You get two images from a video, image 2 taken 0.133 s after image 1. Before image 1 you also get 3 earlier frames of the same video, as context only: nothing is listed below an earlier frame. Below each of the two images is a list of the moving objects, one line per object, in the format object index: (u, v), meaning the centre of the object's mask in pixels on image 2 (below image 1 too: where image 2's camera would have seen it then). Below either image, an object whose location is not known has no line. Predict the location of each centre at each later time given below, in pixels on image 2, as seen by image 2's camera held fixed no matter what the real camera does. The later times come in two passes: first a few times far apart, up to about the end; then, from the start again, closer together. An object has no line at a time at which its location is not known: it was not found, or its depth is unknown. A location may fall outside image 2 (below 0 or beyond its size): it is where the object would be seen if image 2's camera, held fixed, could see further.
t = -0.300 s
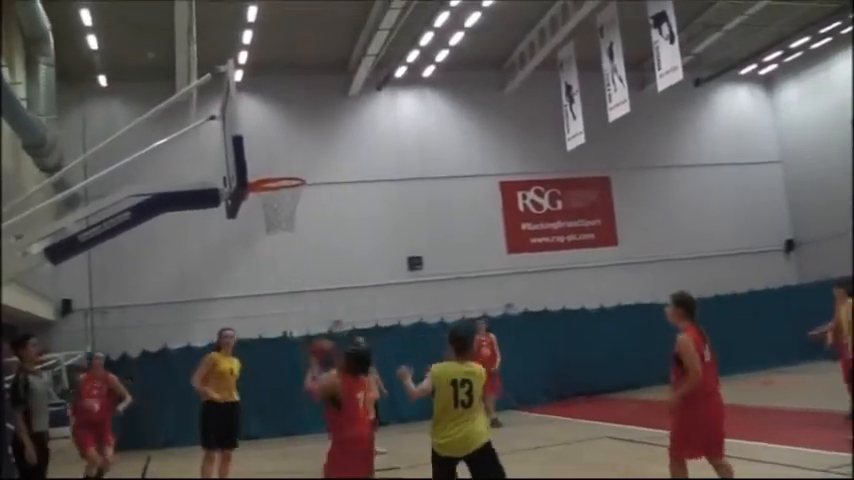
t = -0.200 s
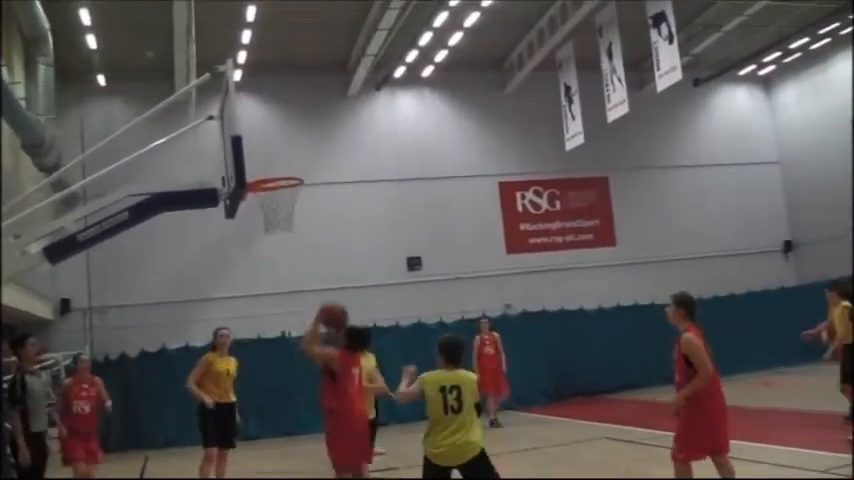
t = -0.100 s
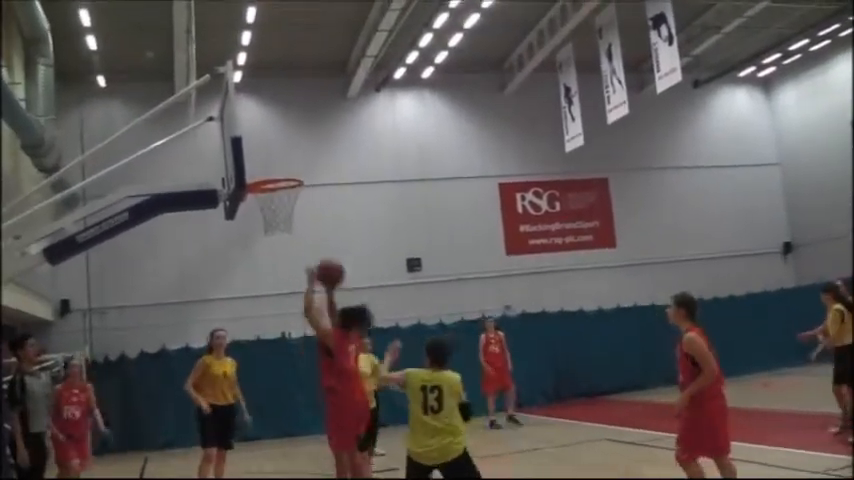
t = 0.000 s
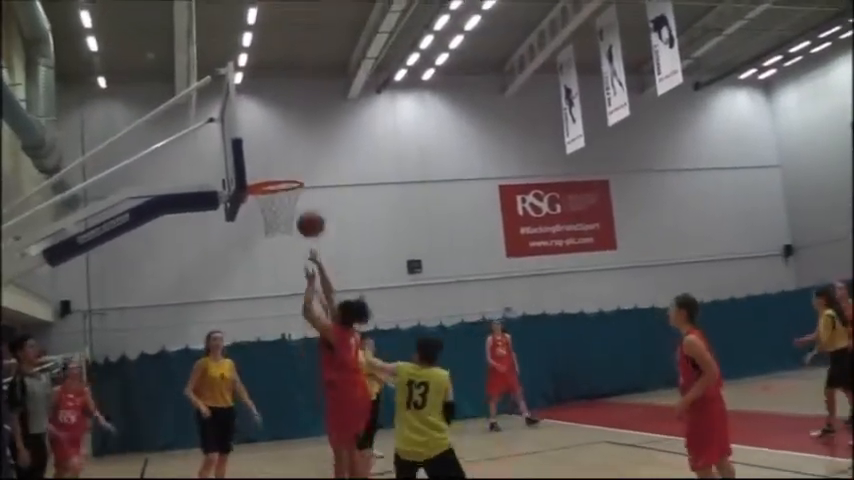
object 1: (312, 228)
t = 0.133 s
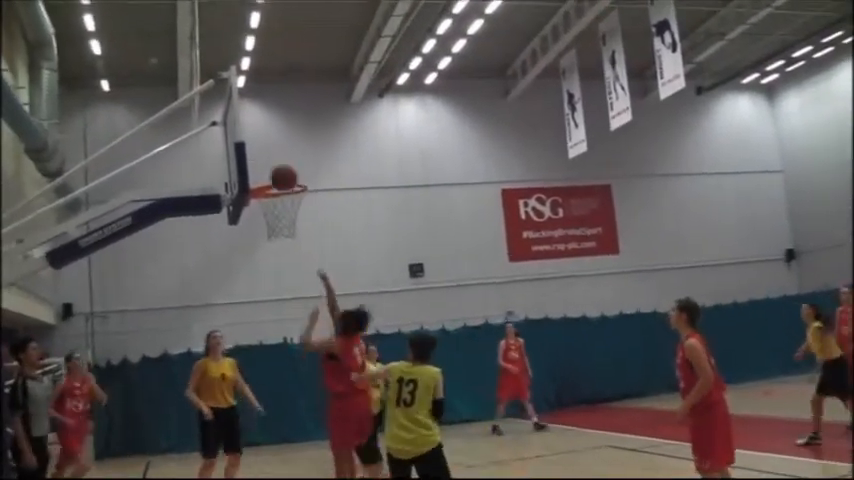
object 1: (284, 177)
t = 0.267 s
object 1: (258, 149)
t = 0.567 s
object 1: (277, 170)
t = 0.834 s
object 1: (298, 231)
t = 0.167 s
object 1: (277, 168)
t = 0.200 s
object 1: (270, 160)
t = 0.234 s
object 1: (264, 154)
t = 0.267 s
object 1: (258, 149)
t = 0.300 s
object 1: (254, 145)
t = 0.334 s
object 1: (254, 144)
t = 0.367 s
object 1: (256, 144)
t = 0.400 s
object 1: (259, 146)
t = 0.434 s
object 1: (263, 149)
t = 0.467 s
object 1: (266, 152)
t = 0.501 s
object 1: (270, 158)
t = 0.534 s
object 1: (273, 164)
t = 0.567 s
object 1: (277, 170)
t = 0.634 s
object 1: (285, 188)
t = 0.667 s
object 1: (289, 201)
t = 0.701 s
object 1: (293, 209)
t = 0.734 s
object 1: (295, 216)
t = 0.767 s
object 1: (296, 220)
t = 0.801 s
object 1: (297, 226)
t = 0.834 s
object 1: (298, 231)
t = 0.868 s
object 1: (299, 238)
